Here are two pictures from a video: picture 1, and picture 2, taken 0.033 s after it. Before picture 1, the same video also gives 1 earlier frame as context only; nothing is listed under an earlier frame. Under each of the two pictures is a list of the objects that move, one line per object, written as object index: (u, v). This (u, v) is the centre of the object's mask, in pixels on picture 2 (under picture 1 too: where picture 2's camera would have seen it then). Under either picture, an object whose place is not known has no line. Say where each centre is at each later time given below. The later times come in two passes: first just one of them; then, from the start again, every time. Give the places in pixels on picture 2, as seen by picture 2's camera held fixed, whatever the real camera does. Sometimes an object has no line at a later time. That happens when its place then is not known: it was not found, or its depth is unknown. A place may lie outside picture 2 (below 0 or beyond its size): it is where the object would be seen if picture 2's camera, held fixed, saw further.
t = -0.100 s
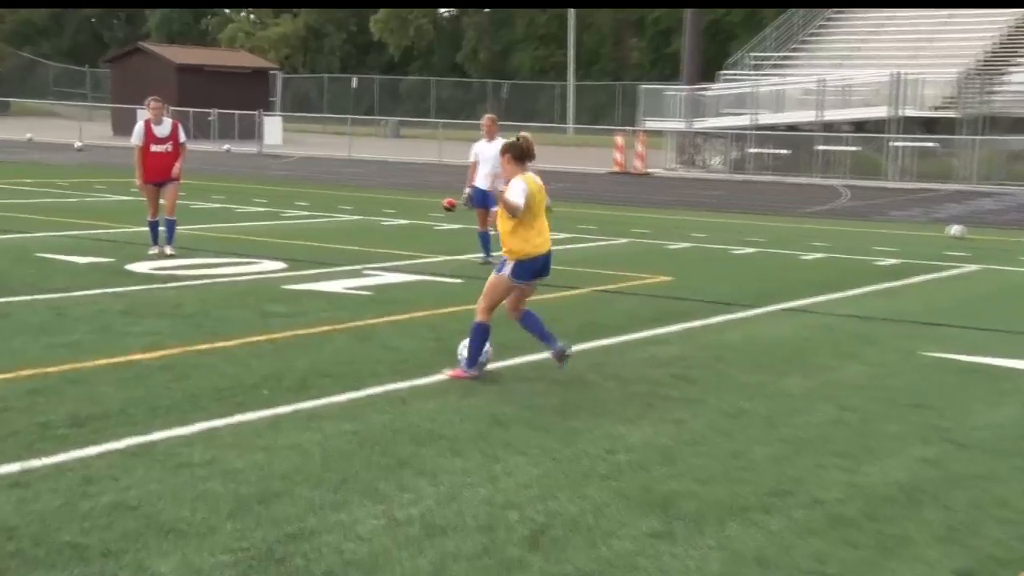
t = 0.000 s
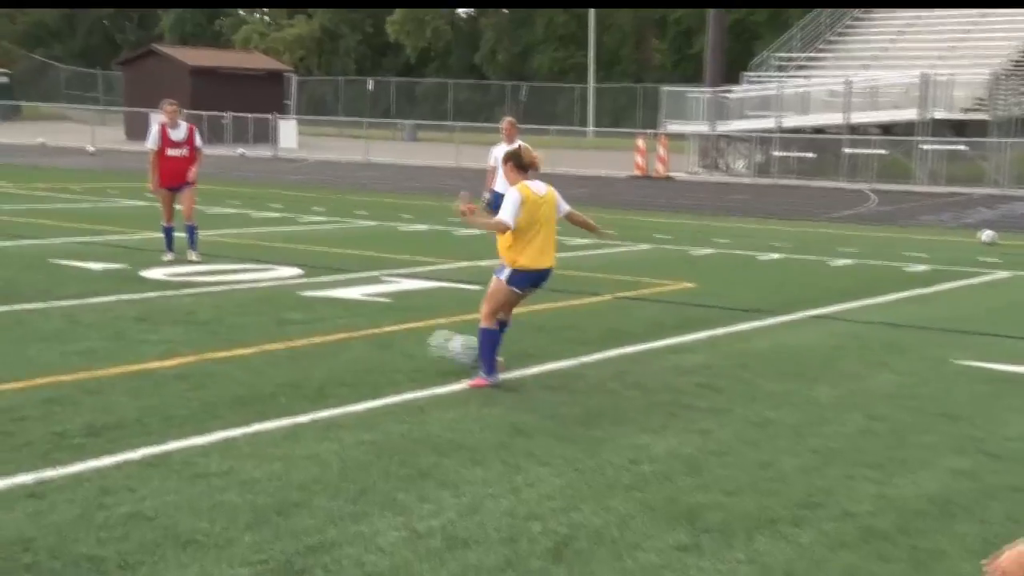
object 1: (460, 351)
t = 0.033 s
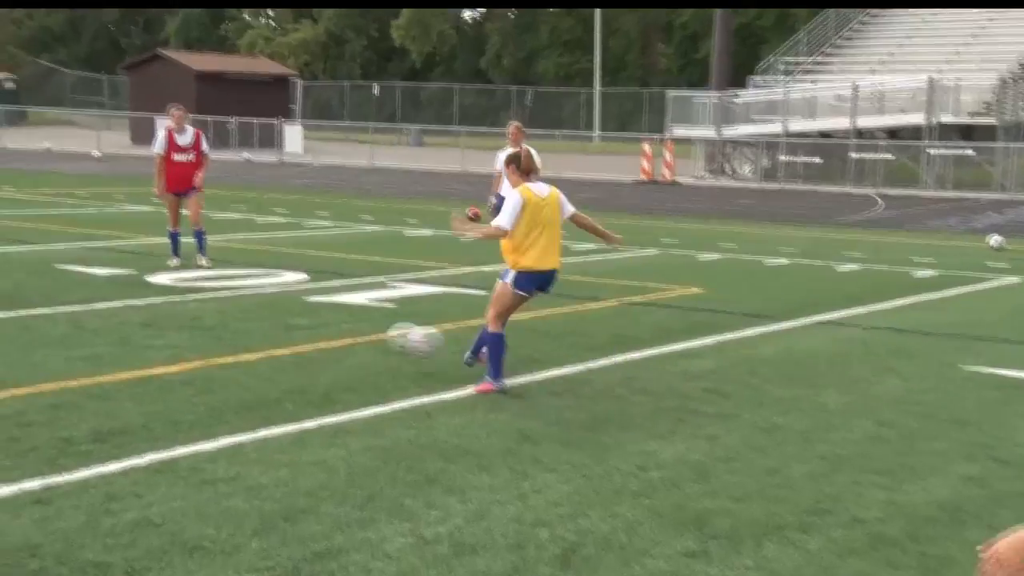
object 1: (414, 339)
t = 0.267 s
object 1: (129, 294)
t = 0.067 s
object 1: (368, 326)
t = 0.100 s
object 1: (325, 317)
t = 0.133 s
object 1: (283, 309)
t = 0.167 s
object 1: (243, 303)
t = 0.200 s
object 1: (203, 298)
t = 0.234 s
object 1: (167, 295)
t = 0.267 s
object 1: (129, 294)
